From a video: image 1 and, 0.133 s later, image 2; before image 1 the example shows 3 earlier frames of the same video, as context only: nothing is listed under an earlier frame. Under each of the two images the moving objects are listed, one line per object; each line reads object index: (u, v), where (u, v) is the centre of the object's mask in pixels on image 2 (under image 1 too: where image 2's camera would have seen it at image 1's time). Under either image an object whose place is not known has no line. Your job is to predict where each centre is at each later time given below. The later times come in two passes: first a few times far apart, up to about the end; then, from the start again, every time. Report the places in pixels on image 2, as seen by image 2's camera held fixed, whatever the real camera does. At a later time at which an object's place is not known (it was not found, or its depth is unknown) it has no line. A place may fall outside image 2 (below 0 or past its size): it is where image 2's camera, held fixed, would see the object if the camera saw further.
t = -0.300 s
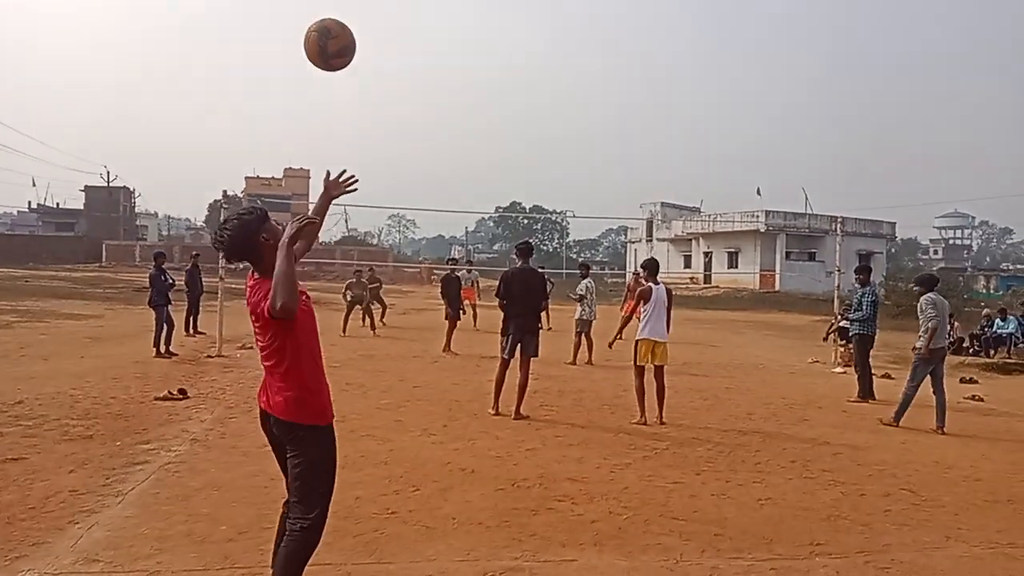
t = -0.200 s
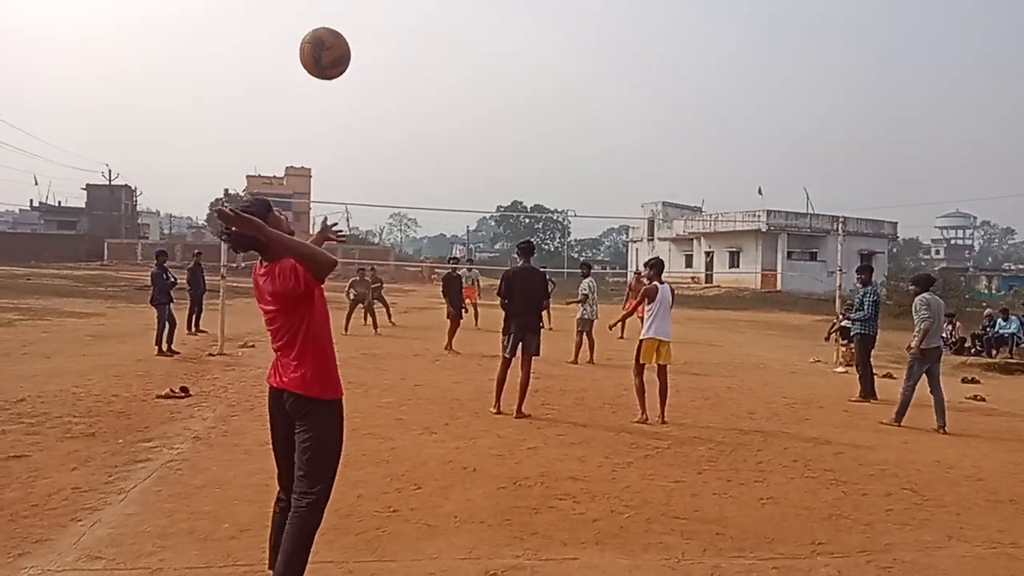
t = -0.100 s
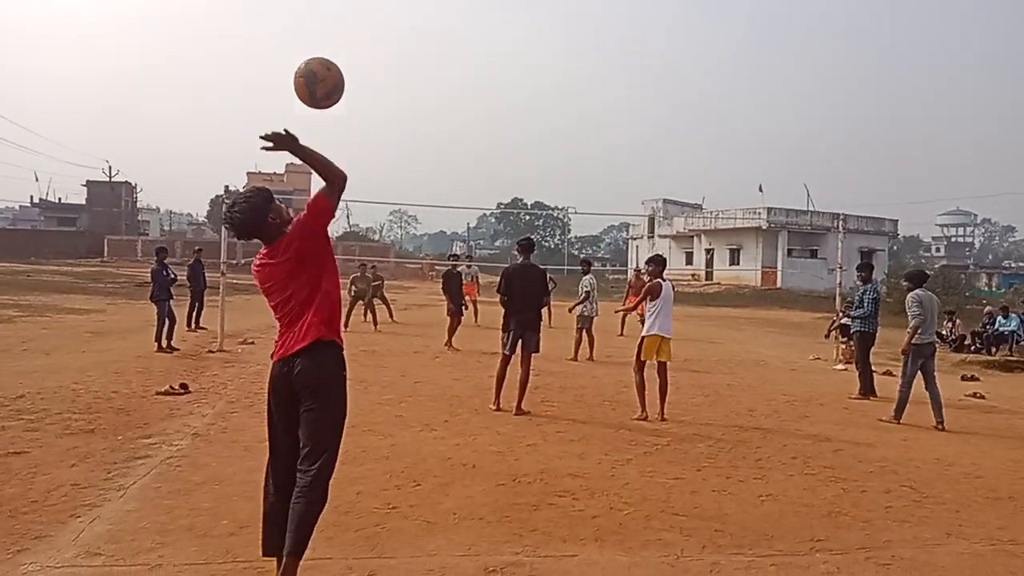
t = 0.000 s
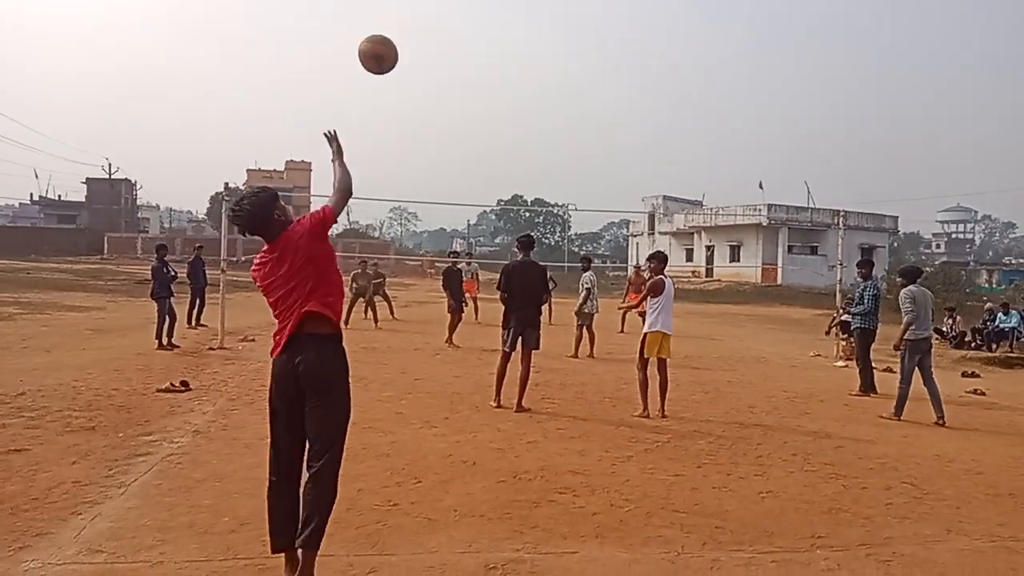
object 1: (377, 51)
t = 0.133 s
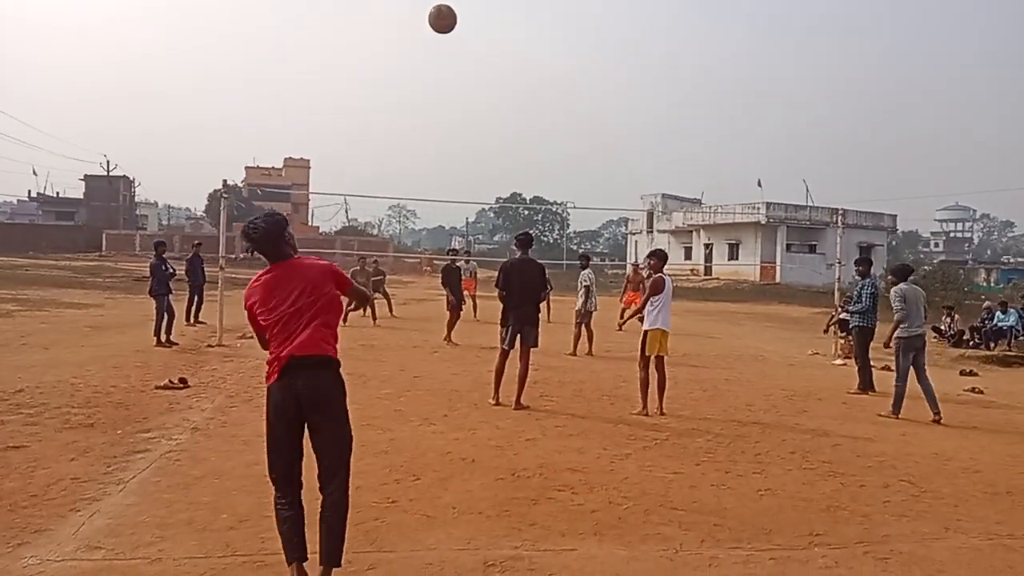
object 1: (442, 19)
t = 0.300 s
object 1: (482, 18)
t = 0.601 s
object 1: (513, 61)
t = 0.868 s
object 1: (522, 119)
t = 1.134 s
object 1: (525, 188)
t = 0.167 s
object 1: (453, 16)
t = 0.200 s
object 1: (463, 15)
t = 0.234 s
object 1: (470, 14)
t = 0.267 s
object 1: (476, 16)
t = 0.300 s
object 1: (482, 18)
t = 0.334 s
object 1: (488, 20)
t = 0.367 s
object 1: (492, 24)
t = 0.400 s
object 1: (496, 29)
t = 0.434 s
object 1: (501, 33)
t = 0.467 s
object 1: (504, 38)
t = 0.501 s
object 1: (506, 43)
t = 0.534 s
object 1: (509, 49)
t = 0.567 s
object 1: (512, 55)
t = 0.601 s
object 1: (513, 61)
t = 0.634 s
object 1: (515, 67)
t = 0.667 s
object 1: (517, 74)
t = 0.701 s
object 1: (518, 81)
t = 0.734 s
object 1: (519, 88)
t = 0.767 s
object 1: (521, 96)
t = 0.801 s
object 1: (521, 103)
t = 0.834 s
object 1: (522, 110)
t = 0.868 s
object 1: (522, 119)
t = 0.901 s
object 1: (523, 127)
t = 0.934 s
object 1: (524, 135)
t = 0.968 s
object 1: (524, 143)
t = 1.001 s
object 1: (524, 152)
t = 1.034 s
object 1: (524, 160)
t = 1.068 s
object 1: (524, 169)
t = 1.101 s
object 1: (525, 178)
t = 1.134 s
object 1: (525, 188)
